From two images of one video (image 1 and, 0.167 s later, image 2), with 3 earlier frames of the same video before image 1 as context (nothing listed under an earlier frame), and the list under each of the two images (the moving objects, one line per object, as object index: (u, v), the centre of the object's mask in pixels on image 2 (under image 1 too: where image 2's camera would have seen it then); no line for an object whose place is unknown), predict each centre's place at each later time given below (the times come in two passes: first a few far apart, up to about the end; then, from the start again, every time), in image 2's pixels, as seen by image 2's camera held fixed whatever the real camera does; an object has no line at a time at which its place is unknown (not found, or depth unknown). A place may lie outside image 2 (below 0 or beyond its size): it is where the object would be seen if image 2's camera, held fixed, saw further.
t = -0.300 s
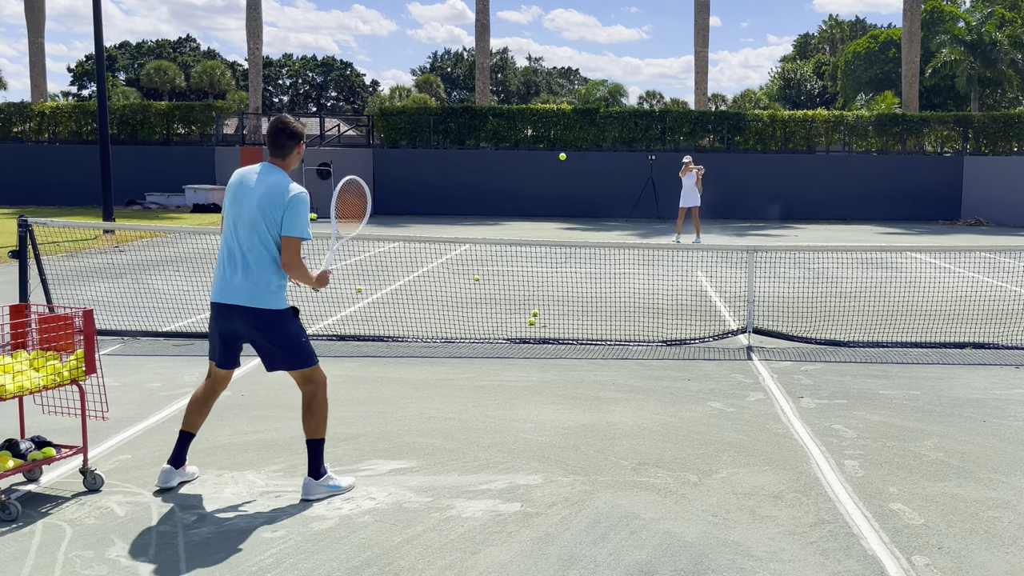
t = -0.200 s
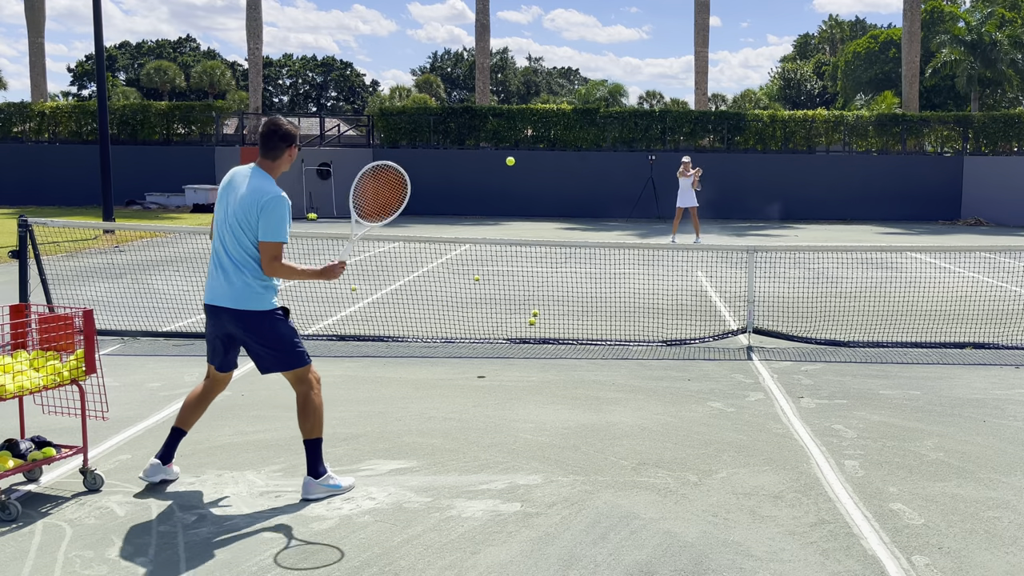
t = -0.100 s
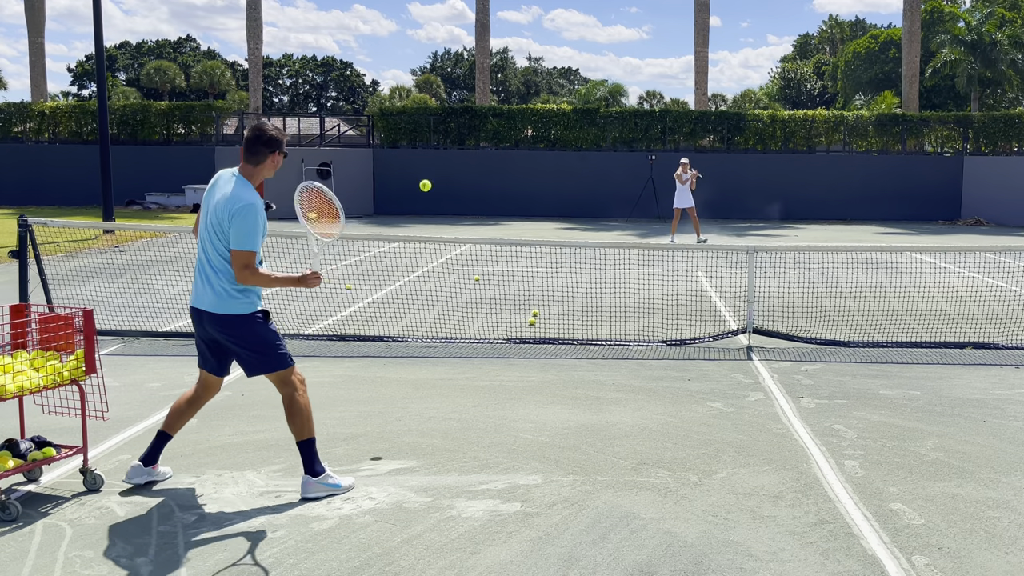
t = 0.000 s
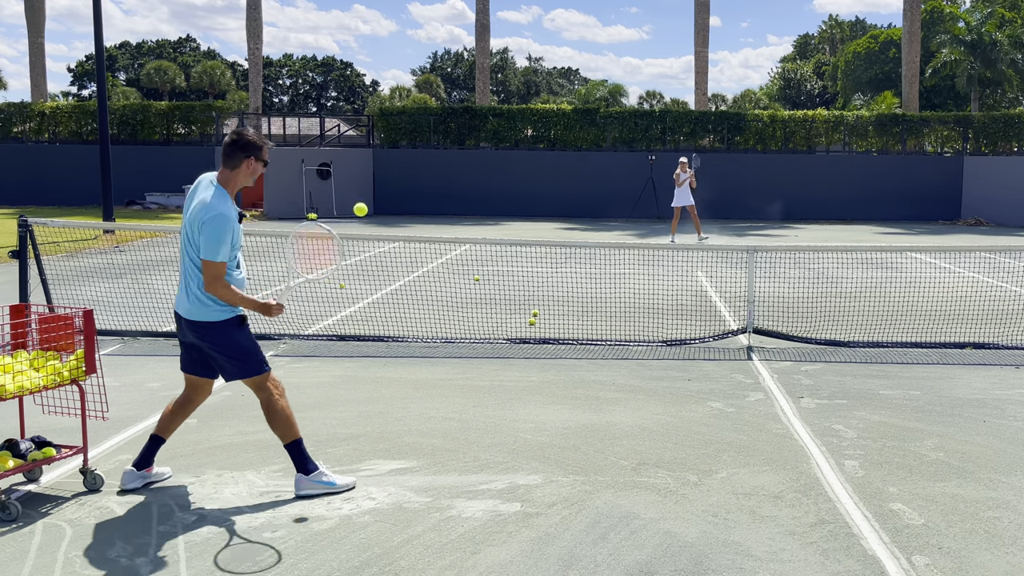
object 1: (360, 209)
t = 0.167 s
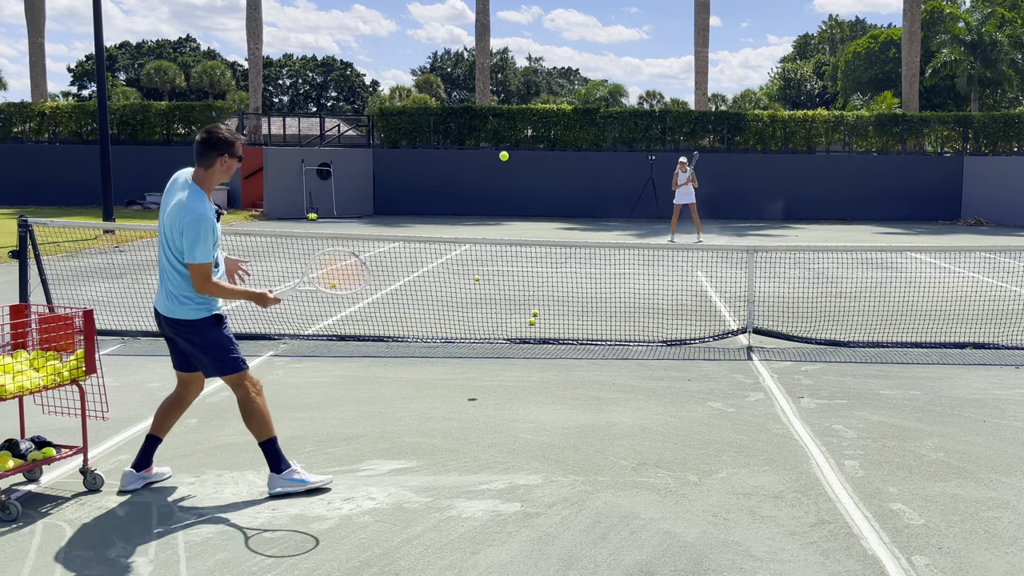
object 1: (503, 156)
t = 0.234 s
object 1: (537, 151)
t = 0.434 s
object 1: (602, 164)
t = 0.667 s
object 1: (645, 205)
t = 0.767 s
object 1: (657, 226)
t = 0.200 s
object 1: (521, 153)
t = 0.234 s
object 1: (537, 151)
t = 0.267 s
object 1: (551, 151)
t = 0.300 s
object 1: (563, 152)
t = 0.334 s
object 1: (575, 154)
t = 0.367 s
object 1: (584, 157)
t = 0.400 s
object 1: (594, 160)
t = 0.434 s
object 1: (602, 164)
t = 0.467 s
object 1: (610, 169)
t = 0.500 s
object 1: (617, 174)
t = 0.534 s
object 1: (623, 180)
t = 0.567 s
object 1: (629, 185)
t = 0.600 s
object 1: (635, 191)
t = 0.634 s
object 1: (640, 198)
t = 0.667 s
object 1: (645, 205)
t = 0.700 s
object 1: (649, 211)
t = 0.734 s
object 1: (653, 218)
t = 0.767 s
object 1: (657, 226)
